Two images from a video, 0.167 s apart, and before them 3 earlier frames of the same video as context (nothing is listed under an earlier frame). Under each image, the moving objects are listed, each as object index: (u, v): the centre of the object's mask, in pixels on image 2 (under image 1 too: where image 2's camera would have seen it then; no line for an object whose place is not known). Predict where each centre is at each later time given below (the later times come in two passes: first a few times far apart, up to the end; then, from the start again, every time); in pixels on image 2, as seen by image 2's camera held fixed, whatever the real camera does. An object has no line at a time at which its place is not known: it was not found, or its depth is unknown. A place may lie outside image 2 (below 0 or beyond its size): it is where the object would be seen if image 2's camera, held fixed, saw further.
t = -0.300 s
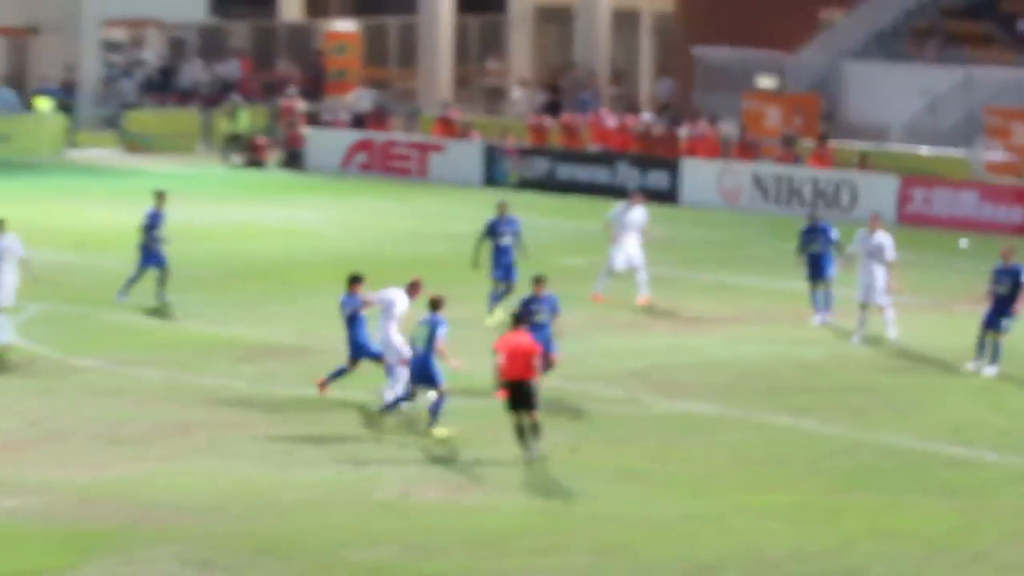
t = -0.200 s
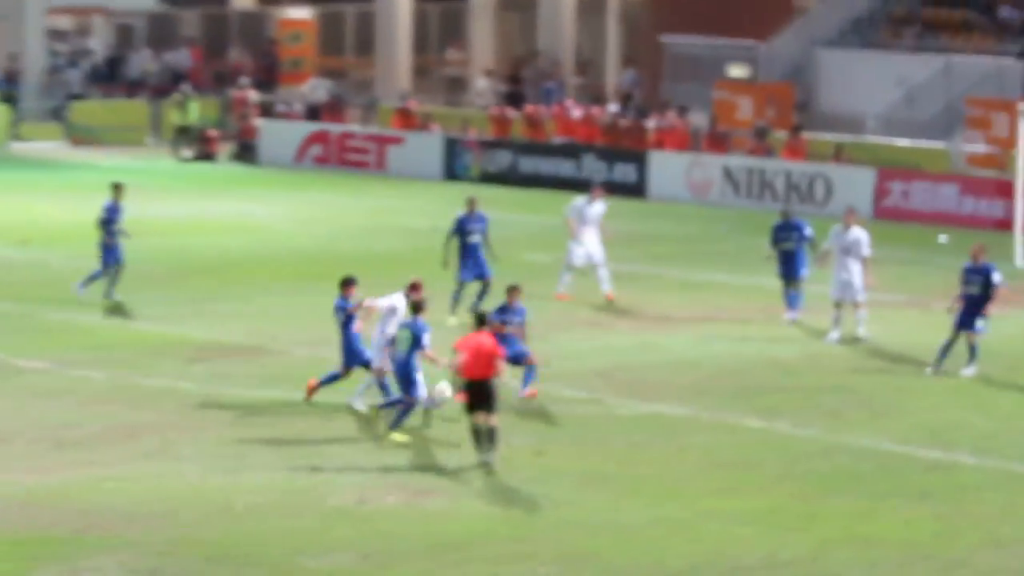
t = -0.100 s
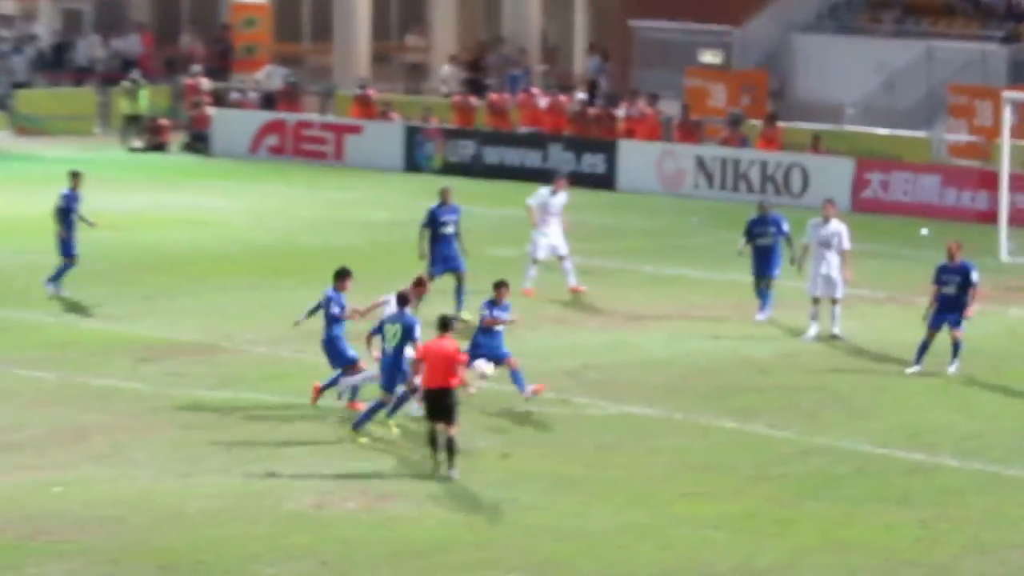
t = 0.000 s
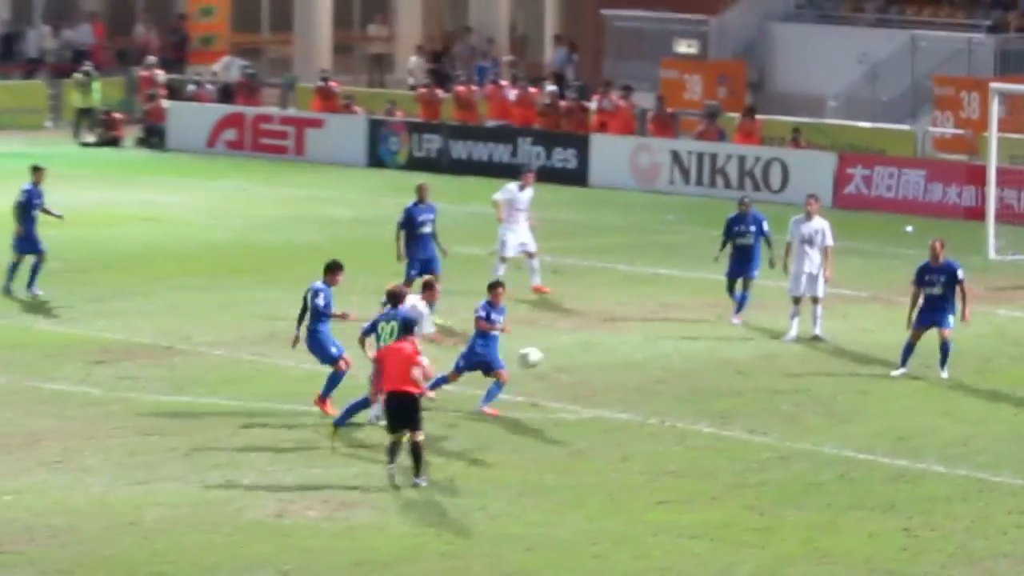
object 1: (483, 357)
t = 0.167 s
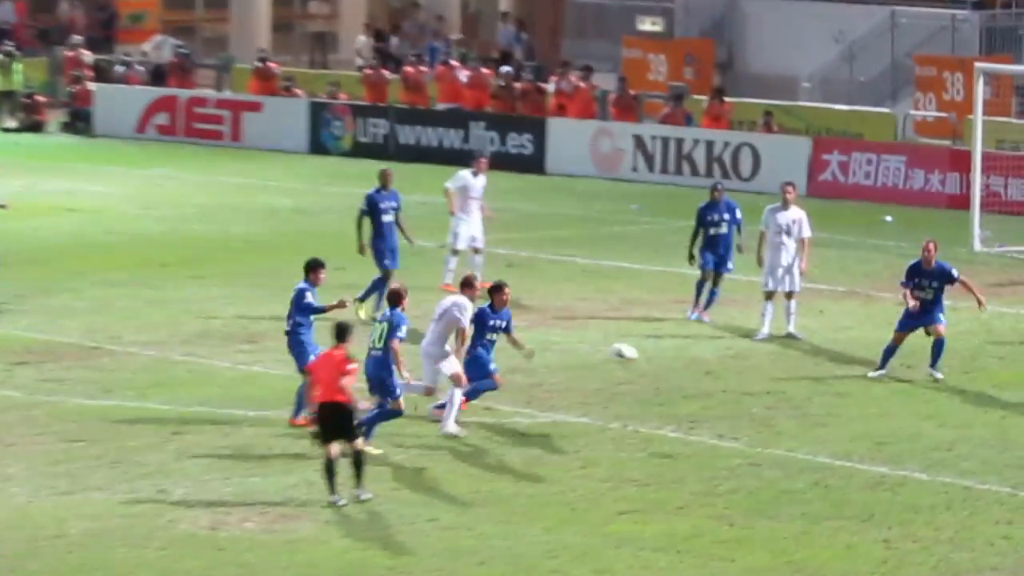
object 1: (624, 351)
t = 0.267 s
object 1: (709, 364)
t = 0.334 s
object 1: (764, 373)
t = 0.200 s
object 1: (651, 355)
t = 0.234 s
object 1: (680, 359)
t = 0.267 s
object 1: (709, 364)
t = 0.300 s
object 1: (736, 368)
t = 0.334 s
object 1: (764, 373)
